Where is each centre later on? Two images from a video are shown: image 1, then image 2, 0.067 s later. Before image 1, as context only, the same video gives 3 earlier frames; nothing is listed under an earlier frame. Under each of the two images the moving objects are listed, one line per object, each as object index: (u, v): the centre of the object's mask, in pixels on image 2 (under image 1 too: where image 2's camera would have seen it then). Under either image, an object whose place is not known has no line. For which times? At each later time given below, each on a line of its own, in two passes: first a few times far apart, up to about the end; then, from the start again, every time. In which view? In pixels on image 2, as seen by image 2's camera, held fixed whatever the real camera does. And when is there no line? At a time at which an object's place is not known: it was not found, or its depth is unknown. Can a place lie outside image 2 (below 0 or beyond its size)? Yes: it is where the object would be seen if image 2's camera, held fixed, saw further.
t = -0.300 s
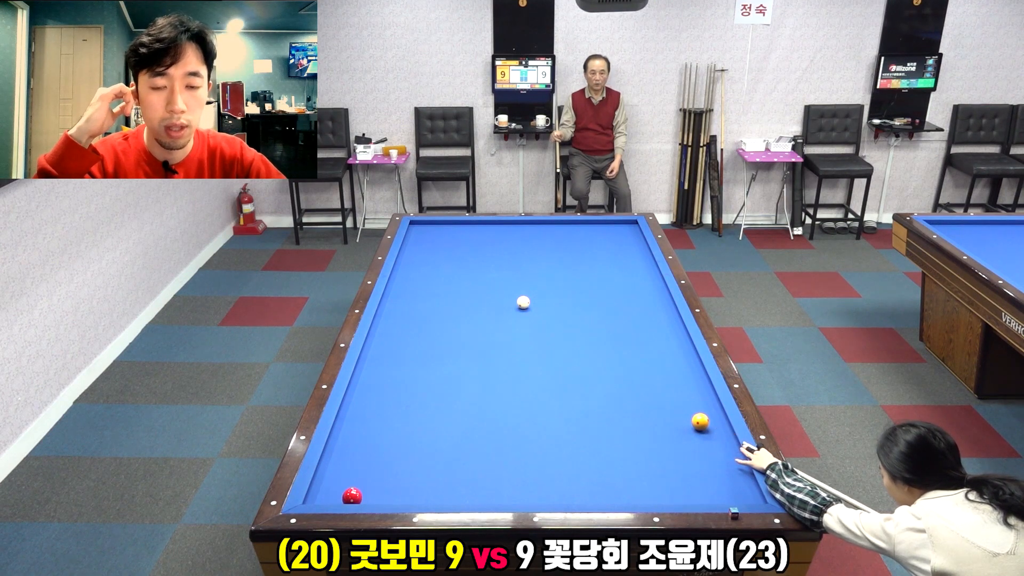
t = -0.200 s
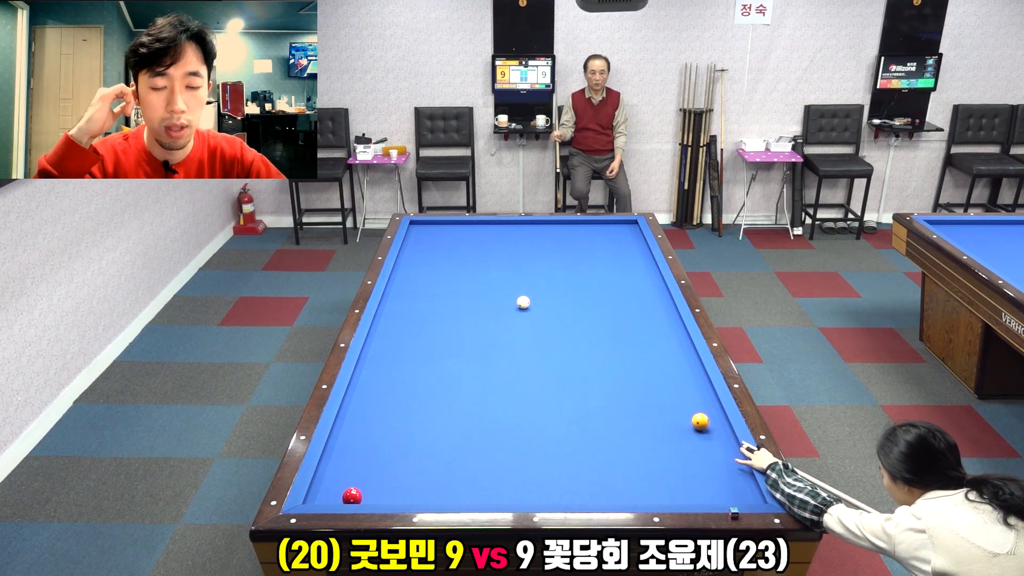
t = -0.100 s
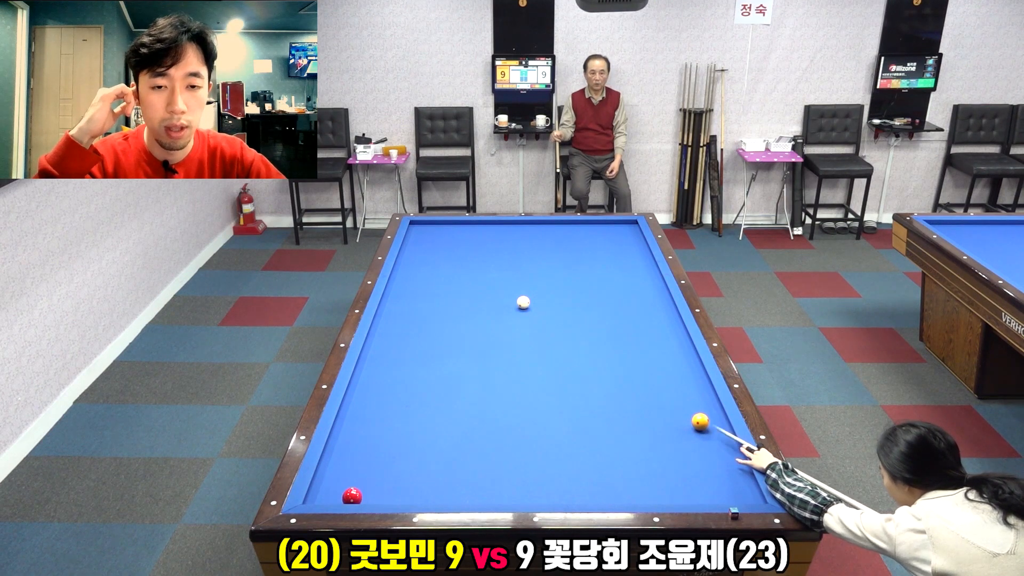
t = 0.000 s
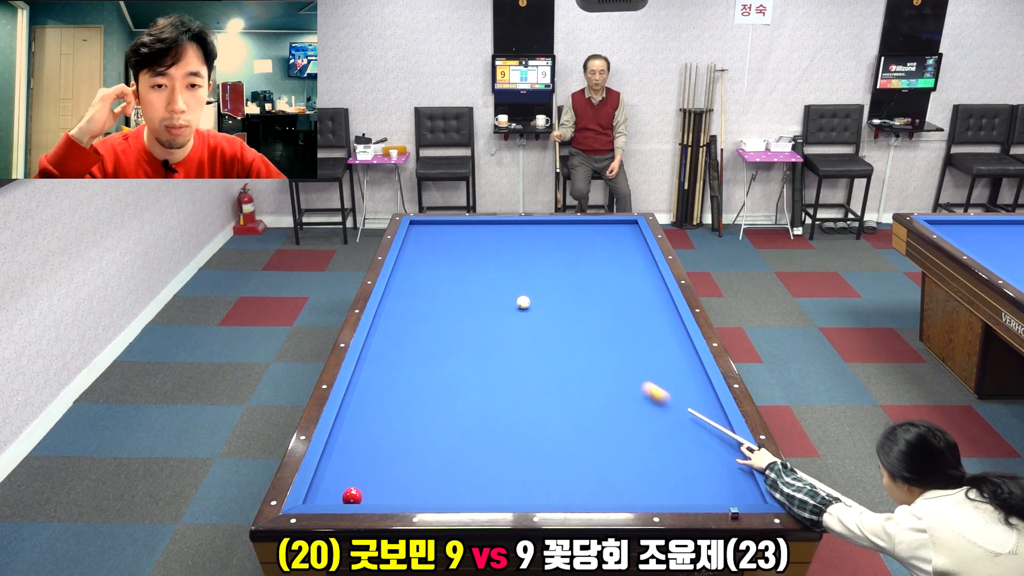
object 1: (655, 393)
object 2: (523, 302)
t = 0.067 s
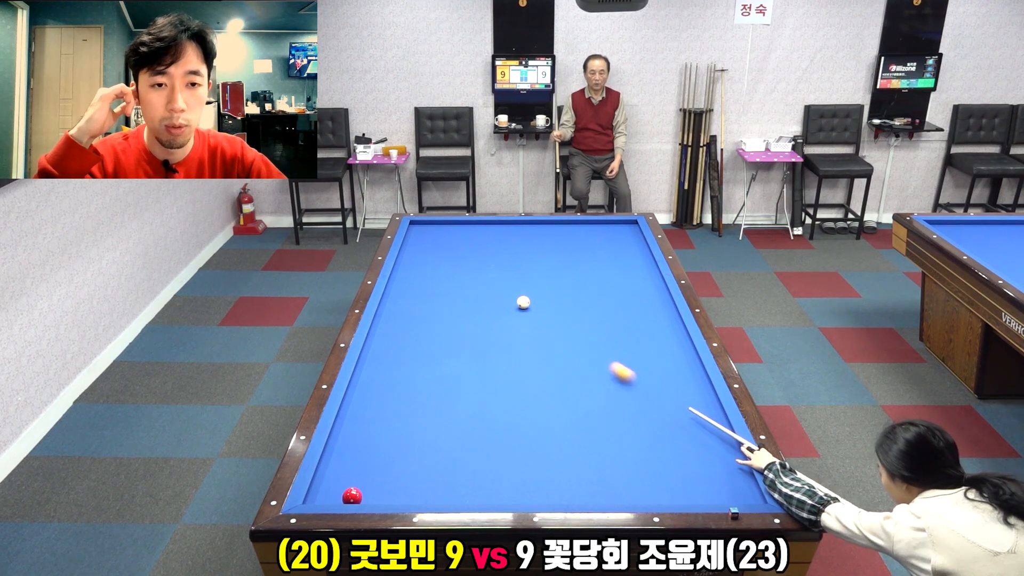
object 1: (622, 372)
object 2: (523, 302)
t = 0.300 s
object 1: (536, 318)
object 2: (523, 302)
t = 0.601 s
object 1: (437, 286)
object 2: (540, 283)
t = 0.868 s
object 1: (428, 263)
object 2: (555, 268)
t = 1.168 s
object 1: (484, 240)
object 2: (569, 252)
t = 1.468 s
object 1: (530, 222)
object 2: (582, 237)
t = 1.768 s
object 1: (579, 234)
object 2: (593, 225)
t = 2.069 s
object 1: (631, 246)
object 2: (604, 227)
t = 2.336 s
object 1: (628, 258)
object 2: (613, 233)
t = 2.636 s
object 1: (603, 272)
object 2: (623, 240)
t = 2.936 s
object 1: (576, 288)
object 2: (634, 247)
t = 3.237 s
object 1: (546, 304)
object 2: (645, 255)
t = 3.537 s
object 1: (514, 323)
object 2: (648, 262)
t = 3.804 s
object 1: (484, 340)
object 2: (647, 268)
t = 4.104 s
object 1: (446, 361)
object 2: (645, 274)
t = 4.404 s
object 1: (405, 385)
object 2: (644, 281)
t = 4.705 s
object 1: (361, 410)
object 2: (643, 287)
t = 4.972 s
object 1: (350, 431)
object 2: (641, 293)
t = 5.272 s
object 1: (363, 453)
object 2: (640, 299)
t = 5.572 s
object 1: (376, 476)
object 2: (639, 305)
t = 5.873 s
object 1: (390, 497)
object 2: (638, 312)
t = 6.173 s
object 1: (406, 486)
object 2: (637, 318)
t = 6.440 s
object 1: (419, 475)
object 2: (636, 323)
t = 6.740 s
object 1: (432, 464)
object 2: (635, 329)
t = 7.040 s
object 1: (444, 453)
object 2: (634, 334)
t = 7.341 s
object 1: (454, 444)
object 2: (633, 340)
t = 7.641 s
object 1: (464, 436)
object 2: (632, 345)
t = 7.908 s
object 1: (472, 428)
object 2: (632, 350)
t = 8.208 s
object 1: (479, 422)
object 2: (631, 355)
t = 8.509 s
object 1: (487, 415)
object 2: (630, 359)
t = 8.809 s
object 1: (493, 410)
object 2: (630, 364)
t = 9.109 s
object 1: (499, 405)
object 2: (630, 368)
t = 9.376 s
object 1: (504, 401)
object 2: (630, 371)
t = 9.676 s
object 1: (508, 397)
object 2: (629, 374)
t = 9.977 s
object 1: (512, 393)
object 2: (628, 378)
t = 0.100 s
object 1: (606, 363)
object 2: (523, 302)
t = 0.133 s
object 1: (593, 354)
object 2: (523, 302)
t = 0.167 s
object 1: (580, 346)
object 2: (523, 302)
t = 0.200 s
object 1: (567, 338)
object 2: (523, 302)
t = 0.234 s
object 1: (556, 331)
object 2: (523, 302)
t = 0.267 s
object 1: (545, 324)
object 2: (523, 302)
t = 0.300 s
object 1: (536, 318)
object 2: (523, 302)
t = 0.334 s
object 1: (526, 312)
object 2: (523, 300)
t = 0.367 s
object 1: (516, 306)
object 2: (525, 299)
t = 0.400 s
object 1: (503, 304)
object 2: (527, 298)
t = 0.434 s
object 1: (492, 301)
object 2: (529, 295)
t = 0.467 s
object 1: (480, 299)
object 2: (532, 292)
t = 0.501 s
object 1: (469, 296)
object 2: (534, 290)
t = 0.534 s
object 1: (458, 292)
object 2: (536, 288)
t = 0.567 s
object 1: (448, 289)
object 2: (538, 285)
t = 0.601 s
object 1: (437, 286)
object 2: (540, 283)
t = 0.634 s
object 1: (427, 284)
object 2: (542, 281)
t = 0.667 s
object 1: (418, 281)
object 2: (544, 279)
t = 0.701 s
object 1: (408, 278)
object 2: (546, 277)
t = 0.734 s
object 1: (399, 275)
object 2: (548, 275)
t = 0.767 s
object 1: (401, 272)
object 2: (549, 273)
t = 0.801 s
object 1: (410, 269)
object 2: (551, 271)
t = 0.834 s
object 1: (419, 266)
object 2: (553, 269)
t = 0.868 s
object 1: (428, 263)
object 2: (555, 268)
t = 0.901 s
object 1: (435, 260)
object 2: (556, 266)
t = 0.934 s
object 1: (443, 258)
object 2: (558, 264)
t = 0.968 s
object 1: (450, 255)
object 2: (560, 262)
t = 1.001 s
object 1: (455, 253)
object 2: (561, 260)
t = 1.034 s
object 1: (461, 250)
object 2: (563, 258)
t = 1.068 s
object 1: (467, 248)
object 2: (565, 257)
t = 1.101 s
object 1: (473, 245)
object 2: (566, 255)
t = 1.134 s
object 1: (478, 243)
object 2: (568, 253)
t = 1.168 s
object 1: (484, 240)
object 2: (569, 252)
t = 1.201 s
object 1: (489, 238)
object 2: (571, 250)
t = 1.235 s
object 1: (495, 236)
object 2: (572, 248)
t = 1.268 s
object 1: (500, 233)
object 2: (574, 247)
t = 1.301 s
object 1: (505, 231)
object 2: (575, 245)
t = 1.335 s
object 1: (510, 229)
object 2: (576, 243)
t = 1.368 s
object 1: (515, 227)
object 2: (578, 242)
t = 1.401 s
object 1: (520, 225)
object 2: (579, 241)
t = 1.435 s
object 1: (525, 223)
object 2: (581, 239)
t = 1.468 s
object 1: (530, 222)
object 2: (582, 237)
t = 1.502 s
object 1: (535, 224)
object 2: (583, 236)
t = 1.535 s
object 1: (540, 225)
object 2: (585, 234)
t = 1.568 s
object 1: (546, 227)
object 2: (586, 233)
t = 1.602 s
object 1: (551, 228)
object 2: (587, 232)
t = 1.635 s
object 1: (557, 229)
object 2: (588, 230)
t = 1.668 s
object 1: (562, 230)
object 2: (590, 229)
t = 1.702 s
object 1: (568, 232)
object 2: (591, 227)
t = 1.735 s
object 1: (573, 233)
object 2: (592, 226)
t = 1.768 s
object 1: (579, 234)
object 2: (593, 225)
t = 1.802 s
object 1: (585, 236)
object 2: (594, 223)
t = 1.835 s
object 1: (590, 237)
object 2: (596, 222)
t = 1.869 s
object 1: (596, 238)
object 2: (597, 222)
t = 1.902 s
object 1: (602, 239)
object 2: (598, 223)
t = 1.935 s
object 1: (608, 240)
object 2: (599, 224)
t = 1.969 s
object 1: (613, 242)
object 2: (600, 225)
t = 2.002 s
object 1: (619, 243)
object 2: (601, 225)
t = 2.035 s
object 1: (625, 244)
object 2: (602, 226)
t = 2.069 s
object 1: (631, 246)
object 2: (604, 227)
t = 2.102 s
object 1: (637, 247)
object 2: (605, 228)
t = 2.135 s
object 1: (643, 249)
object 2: (606, 228)
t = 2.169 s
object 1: (643, 250)
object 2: (607, 229)
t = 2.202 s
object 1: (639, 251)
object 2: (608, 230)
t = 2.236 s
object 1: (636, 253)
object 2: (609, 231)
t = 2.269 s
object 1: (633, 255)
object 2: (610, 231)
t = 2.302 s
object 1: (630, 256)
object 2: (612, 232)
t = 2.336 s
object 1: (628, 258)
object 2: (613, 233)
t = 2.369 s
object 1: (625, 259)
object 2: (614, 234)
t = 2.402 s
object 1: (622, 261)
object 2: (615, 234)
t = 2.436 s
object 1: (619, 262)
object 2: (616, 235)
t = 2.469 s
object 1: (617, 264)
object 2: (617, 236)
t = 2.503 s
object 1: (614, 266)
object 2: (619, 237)
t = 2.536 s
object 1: (611, 267)
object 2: (620, 238)
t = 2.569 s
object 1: (608, 269)
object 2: (621, 238)
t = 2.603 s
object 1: (605, 270)
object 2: (622, 239)
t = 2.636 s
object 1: (603, 272)
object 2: (623, 240)
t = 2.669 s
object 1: (600, 274)
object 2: (624, 241)
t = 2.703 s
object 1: (597, 275)
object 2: (626, 242)
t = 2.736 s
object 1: (594, 277)
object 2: (627, 243)
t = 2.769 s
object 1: (591, 279)
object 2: (628, 243)
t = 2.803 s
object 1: (588, 281)
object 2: (629, 244)
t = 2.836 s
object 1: (585, 282)
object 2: (630, 245)
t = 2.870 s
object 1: (582, 284)
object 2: (632, 246)
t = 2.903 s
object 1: (578, 286)
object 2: (633, 247)
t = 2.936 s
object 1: (576, 288)
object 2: (634, 247)
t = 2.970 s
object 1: (572, 289)
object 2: (635, 248)
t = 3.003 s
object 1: (569, 291)
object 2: (636, 249)
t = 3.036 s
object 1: (566, 293)
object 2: (638, 250)
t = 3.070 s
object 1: (563, 295)
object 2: (639, 251)
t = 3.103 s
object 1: (560, 297)
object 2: (640, 251)
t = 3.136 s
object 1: (556, 299)
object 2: (641, 252)
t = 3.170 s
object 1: (553, 301)
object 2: (642, 253)
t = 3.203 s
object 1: (549, 303)
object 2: (643, 254)
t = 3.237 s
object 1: (546, 304)
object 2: (645, 255)
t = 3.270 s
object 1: (543, 306)
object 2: (646, 256)
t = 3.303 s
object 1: (539, 308)
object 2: (647, 257)
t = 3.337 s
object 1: (536, 310)
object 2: (648, 257)
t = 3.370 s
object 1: (532, 312)
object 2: (649, 258)
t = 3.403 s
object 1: (529, 314)
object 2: (649, 259)
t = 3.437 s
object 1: (525, 316)
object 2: (649, 260)
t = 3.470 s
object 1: (521, 319)
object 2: (648, 260)
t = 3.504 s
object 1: (518, 320)
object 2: (648, 261)
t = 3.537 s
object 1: (514, 323)
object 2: (648, 262)
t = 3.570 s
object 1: (511, 325)
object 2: (648, 263)
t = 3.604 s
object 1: (507, 327)
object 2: (648, 263)
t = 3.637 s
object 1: (503, 329)
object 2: (648, 264)
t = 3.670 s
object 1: (499, 331)
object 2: (648, 265)
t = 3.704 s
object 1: (495, 333)
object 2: (647, 266)
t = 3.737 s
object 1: (491, 335)
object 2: (647, 266)
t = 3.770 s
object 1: (488, 338)
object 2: (647, 267)
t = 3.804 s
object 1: (484, 340)
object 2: (647, 268)
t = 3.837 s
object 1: (480, 342)
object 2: (647, 268)
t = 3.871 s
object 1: (476, 344)
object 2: (646, 269)
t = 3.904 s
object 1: (471, 347)
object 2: (646, 270)
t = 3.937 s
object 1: (467, 349)
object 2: (646, 271)
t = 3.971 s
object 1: (463, 352)
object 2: (646, 271)
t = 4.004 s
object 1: (459, 354)
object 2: (646, 272)
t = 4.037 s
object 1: (455, 356)
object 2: (646, 273)
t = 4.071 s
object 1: (451, 359)
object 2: (646, 273)
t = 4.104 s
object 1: (446, 361)
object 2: (645, 274)
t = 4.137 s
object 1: (442, 364)
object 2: (645, 275)
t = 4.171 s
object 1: (438, 366)
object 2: (645, 276)
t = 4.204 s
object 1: (433, 369)
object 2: (645, 276)
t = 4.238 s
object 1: (429, 371)
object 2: (645, 277)
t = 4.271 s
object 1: (424, 374)
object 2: (645, 278)
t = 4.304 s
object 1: (419, 377)
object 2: (644, 278)
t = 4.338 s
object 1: (415, 379)
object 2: (644, 279)
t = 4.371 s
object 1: (410, 382)
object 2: (644, 280)
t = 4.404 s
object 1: (405, 385)
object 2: (644, 281)
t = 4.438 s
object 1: (401, 387)
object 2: (644, 281)
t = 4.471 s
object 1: (396, 390)
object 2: (644, 282)
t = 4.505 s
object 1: (391, 393)
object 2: (643, 283)
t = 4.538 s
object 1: (386, 395)
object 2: (643, 284)
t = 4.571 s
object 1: (381, 398)
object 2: (643, 284)
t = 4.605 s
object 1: (376, 401)
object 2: (643, 285)
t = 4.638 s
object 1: (371, 404)
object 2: (643, 286)
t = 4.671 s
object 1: (366, 407)
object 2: (643, 286)
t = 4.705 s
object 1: (361, 410)
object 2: (643, 287)
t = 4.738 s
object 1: (355, 413)
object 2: (642, 288)
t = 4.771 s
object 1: (350, 416)
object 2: (642, 288)
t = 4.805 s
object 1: (345, 419)
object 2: (642, 289)
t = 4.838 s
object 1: (343, 422)
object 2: (642, 290)
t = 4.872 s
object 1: (346, 424)
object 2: (642, 291)
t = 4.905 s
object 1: (347, 426)
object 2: (642, 291)
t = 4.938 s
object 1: (349, 429)
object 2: (641, 292)
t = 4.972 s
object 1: (350, 431)
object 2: (641, 293)
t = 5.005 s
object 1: (351, 433)
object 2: (641, 294)
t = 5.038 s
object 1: (353, 436)
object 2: (641, 294)
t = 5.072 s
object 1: (354, 438)
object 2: (641, 295)
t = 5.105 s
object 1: (355, 440)
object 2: (641, 295)
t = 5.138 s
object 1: (357, 443)
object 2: (641, 296)
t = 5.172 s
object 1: (358, 445)
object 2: (640, 297)
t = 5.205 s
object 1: (360, 448)
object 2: (640, 298)
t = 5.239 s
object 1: (361, 450)
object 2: (640, 298)
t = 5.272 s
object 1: (363, 453)
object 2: (640, 299)
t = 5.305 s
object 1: (364, 455)
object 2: (640, 300)
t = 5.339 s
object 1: (366, 458)
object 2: (640, 300)
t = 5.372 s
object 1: (367, 460)
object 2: (640, 301)
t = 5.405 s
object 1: (368, 463)
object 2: (640, 302)
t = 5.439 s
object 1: (370, 465)
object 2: (639, 303)
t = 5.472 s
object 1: (372, 468)
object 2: (639, 303)
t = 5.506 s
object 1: (373, 471)
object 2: (639, 304)
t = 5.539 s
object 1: (374, 473)
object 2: (639, 305)
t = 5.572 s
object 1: (376, 476)
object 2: (639, 305)
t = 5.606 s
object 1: (377, 479)
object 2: (639, 306)
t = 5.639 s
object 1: (379, 481)
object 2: (639, 307)
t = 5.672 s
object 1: (381, 484)
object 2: (638, 307)
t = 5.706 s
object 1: (382, 487)
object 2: (638, 308)
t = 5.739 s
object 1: (384, 489)
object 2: (638, 309)
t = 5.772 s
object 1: (385, 492)
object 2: (638, 310)
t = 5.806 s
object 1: (387, 494)
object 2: (638, 310)
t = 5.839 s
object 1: (389, 496)
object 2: (638, 311)
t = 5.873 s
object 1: (390, 497)
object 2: (638, 312)
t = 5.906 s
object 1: (392, 496)
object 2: (638, 312)
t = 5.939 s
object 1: (394, 495)
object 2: (637, 313)
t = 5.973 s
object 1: (396, 494)
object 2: (637, 314)
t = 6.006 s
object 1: (398, 493)
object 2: (637, 314)
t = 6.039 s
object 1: (399, 492)
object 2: (637, 315)
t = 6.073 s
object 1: (401, 491)
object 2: (637, 316)
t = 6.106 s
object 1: (403, 489)
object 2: (637, 316)
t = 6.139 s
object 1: (404, 488)
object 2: (637, 317)
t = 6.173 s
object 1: (406, 486)
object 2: (637, 318)
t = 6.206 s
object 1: (408, 485)
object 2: (636, 318)
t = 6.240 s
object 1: (409, 484)
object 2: (636, 319)
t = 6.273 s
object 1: (411, 482)
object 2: (636, 320)
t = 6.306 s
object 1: (413, 481)
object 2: (636, 320)
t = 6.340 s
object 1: (414, 479)
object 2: (636, 321)
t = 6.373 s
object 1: (416, 478)
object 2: (636, 322)
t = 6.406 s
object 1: (417, 476)
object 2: (636, 322)
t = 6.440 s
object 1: (419, 475)
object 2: (636, 323)
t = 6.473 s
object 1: (420, 474)
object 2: (636, 324)
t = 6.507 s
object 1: (422, 473)
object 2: (635, 324)
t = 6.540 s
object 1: (423, 471)
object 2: (635, 325)
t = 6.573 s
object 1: (425, 470)
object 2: (635, 325)
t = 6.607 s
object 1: (426, 469)
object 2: (635, 326)
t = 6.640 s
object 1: (428, 467)
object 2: (635, 327)
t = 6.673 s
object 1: (429, 466)
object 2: (635, 327)
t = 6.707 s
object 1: (430, 465)
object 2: (635, 328)
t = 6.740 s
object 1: (432, 464)
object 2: (635, 329)
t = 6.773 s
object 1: (433, 462)
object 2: (635, 330)
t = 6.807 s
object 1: (434, 461)
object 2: (635, 330)
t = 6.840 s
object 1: (436, 460)
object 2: (634, 331)
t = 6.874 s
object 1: (437, 459)
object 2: (634, 331)
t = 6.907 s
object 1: (438, 458)
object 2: (634, 332)
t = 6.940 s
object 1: (440, 457)
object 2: (634, 333)
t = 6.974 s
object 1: (441, 455)
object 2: (634, 333)
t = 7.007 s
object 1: (442, 454)
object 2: (634, 334)
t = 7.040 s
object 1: (444, 453)
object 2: (634, 334)
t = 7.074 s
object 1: (445, 452)
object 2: (634, 335)
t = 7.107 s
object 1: (446, 451)
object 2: (634, 336)
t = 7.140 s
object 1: (447, 450)
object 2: (633, 336)
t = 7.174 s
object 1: (448, 449)
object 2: (633, 337)
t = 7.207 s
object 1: (449, 448)
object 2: (633, 338)
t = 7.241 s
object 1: (451, 447)
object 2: (633, 338)
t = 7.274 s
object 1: (452, 446)
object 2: (633, 339)
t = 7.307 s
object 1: (453, 445)
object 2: (633, 340)
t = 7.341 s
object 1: (454, 444)
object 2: (633, 340)
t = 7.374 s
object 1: (455, 443)
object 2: (632, 341)
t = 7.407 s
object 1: (456, 442)
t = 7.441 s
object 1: (457, 441)
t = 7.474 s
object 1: (459, 440)
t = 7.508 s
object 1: (460, 439)
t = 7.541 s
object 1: (461, 438)
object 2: (633, 344)
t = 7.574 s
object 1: (462, 437)
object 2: (632, 344)
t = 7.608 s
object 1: (463, 437)
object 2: (632, 345)
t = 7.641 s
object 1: (464, 436)
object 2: (632, 345)
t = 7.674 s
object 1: (465, 435)
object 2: (632, 346)
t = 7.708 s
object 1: (466, 434)
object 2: (632, 346)
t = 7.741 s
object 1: (464, 432)
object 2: (632, 347)
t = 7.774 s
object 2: (632, 348)
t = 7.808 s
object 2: (632, 348)
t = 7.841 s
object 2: (632, 349)
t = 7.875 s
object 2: (632, 349)
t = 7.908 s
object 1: (472, 428)
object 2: (632, 350)
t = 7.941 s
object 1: (472, 428)
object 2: (632, 350)
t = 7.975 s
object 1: (473, 427)
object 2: (631, 351)
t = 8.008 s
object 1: (474, 426)
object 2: (631, 351)
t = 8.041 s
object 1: (475, 425)
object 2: (631, 352)
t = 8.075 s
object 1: (476, 425)
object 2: (631, 352)
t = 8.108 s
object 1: (477, 424)
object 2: (631, 353)
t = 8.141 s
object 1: (478, 423)
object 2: (631, 354)
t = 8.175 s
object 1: (478, 423)
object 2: (631, 354)
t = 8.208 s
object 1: (479, 422)
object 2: (631, 355)
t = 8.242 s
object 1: (480, 421)
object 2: (631, 355)
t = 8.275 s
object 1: (481, 420)
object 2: (631, 356)
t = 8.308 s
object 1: (482, 419)
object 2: (631, 356)
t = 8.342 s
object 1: (483, 419)
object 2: (631, 357)
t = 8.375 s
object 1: (483, 418)
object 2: (631, 357)
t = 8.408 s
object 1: (484, 417)
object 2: (630, 358)
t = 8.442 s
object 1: (485, 417)
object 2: (630, 358)
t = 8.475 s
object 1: (486, 416)
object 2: (630, 359)
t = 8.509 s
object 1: (487, 415)
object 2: (630, 359)
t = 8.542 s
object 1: (487, 415)
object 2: (630, 360)
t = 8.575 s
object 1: (488, 414)
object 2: (630, 360)
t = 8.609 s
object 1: (489, 413)
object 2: (630, 361)
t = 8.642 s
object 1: (490, 413)
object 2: (630, 361)
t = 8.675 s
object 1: (490, 412)
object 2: (630, 362)
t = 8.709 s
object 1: (491, 411)
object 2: (630, 362)
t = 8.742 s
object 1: (492, 411)
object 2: (630, 363)
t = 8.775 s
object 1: (492, 410)
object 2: (630, 363)
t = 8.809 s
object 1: (493, 410)
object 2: (630, 364)
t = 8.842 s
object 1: (494, 409)
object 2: (630, 364)
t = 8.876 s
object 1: (494, 408)
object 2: (630, 365)
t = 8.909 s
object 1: (495, 408)
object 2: (630, 365)
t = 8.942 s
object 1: (496, 407)
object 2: (630, 365)
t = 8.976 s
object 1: (496, 407)
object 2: (630, 366)
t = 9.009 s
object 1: (497, 406)
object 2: (630, 366)
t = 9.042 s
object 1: (498, 406)
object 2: (630, 367)
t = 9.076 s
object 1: (498, 405)
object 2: (630, 367)
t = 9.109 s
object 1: (499, 405)
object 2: (630, 368)
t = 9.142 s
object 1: (499, 404)
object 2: (630, 368)
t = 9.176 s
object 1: (500, 404)
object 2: (630, 369)
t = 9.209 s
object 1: (501, 403)
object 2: (630, 369)
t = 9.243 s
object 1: (501, 403)
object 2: (630, 369)
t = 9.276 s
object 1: (502, 402)
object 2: (630, 370)
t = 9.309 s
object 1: (503, 402)
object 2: (630, 370)
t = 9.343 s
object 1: (503, 401)
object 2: (630, 371)
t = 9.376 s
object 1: (504, 401)
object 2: (630, 371)
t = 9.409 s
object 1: (504, 401)
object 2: (629, 372)
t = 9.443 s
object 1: (505, 400)
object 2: (629, 372)
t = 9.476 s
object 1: (505, 399)
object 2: (629, 372)
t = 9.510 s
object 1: (506, 399)
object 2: (629, 373)
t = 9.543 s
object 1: (506, 399)
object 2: (629, 373)
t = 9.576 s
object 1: (507, 398)
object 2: (629, 373)
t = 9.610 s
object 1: (507, 398)
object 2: (629, 374)
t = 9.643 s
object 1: (508, 397)
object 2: (629, 374)
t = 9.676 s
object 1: (508, 397)
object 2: (629, 374)
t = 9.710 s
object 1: (509, 396)
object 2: (629, 375)
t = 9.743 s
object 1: (509, 396)
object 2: (629, 375)
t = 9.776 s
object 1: (510, 396)
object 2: (629, 375)
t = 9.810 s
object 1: (510, 395)
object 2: (628, 376)
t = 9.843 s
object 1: (511, 395)
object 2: (628, 376)
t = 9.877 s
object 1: (511, 394)
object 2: (628, 376)
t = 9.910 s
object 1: (512, 394)
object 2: (628, 377)
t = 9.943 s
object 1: (512, 394)
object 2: (628, 377)
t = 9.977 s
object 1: (512, 393)
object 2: (628, 378)
